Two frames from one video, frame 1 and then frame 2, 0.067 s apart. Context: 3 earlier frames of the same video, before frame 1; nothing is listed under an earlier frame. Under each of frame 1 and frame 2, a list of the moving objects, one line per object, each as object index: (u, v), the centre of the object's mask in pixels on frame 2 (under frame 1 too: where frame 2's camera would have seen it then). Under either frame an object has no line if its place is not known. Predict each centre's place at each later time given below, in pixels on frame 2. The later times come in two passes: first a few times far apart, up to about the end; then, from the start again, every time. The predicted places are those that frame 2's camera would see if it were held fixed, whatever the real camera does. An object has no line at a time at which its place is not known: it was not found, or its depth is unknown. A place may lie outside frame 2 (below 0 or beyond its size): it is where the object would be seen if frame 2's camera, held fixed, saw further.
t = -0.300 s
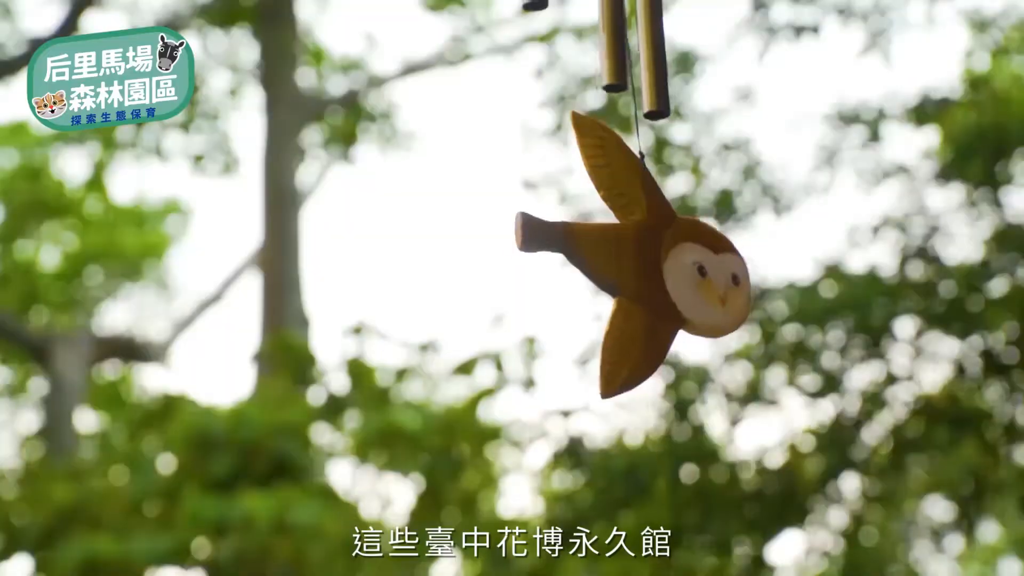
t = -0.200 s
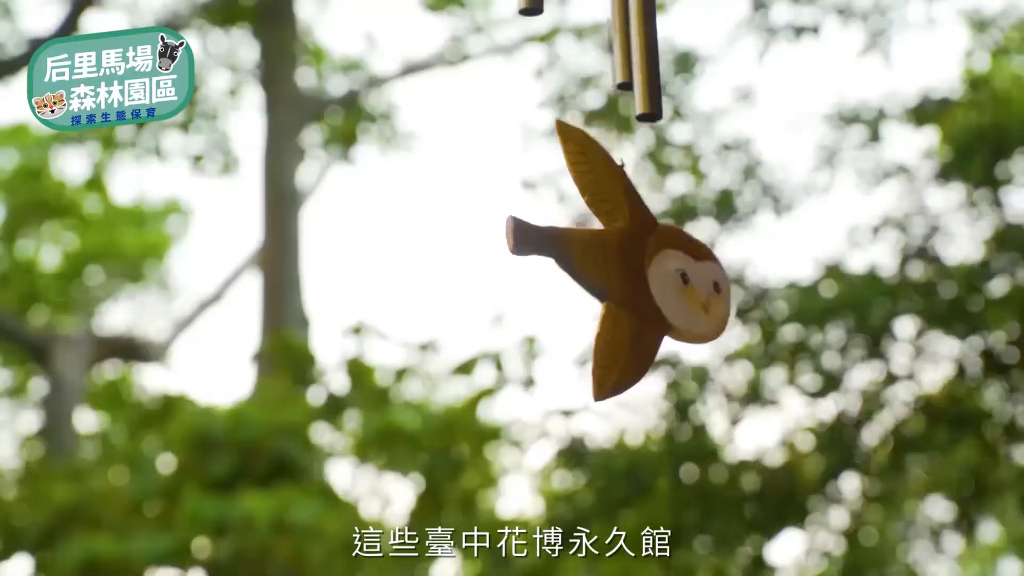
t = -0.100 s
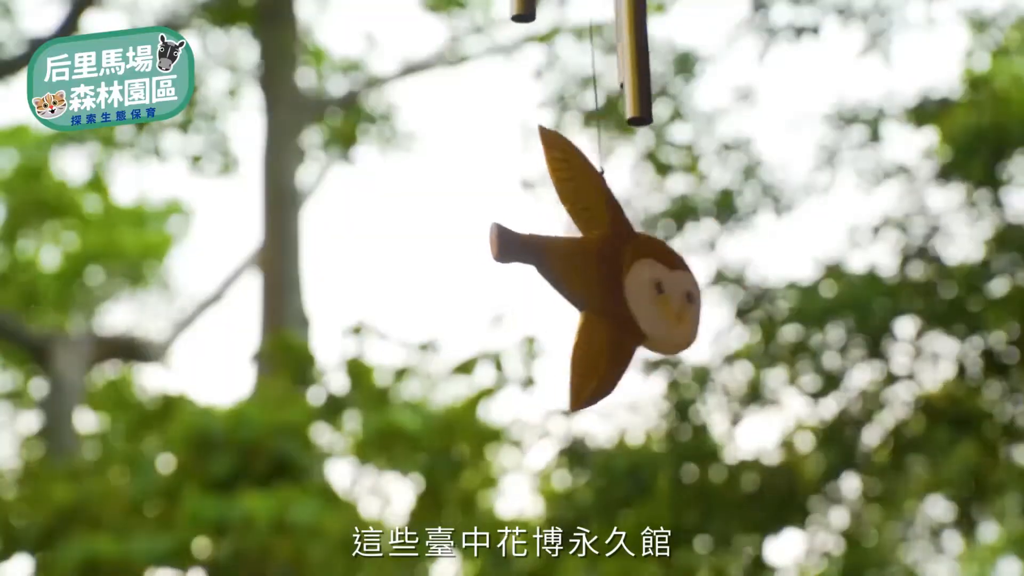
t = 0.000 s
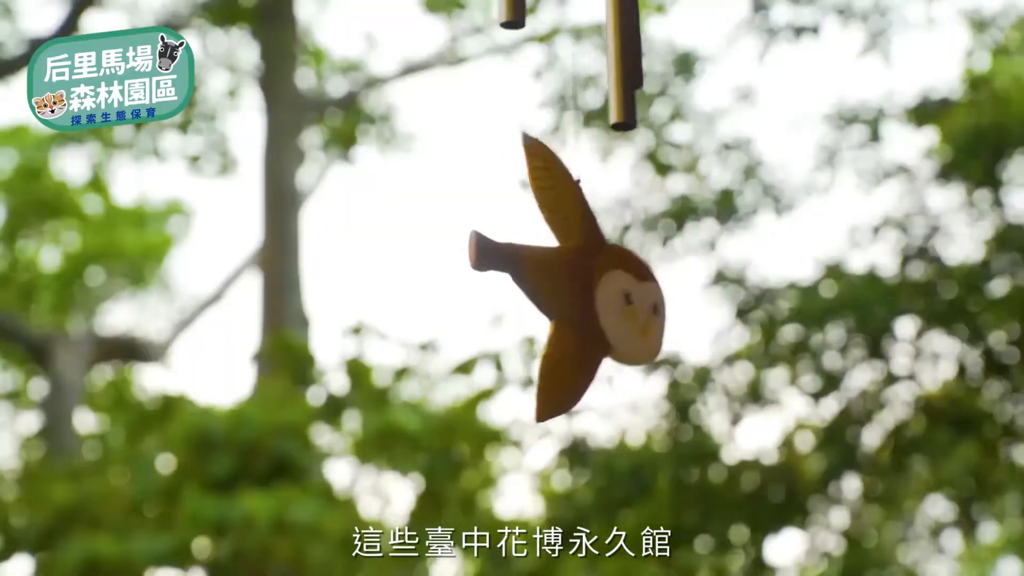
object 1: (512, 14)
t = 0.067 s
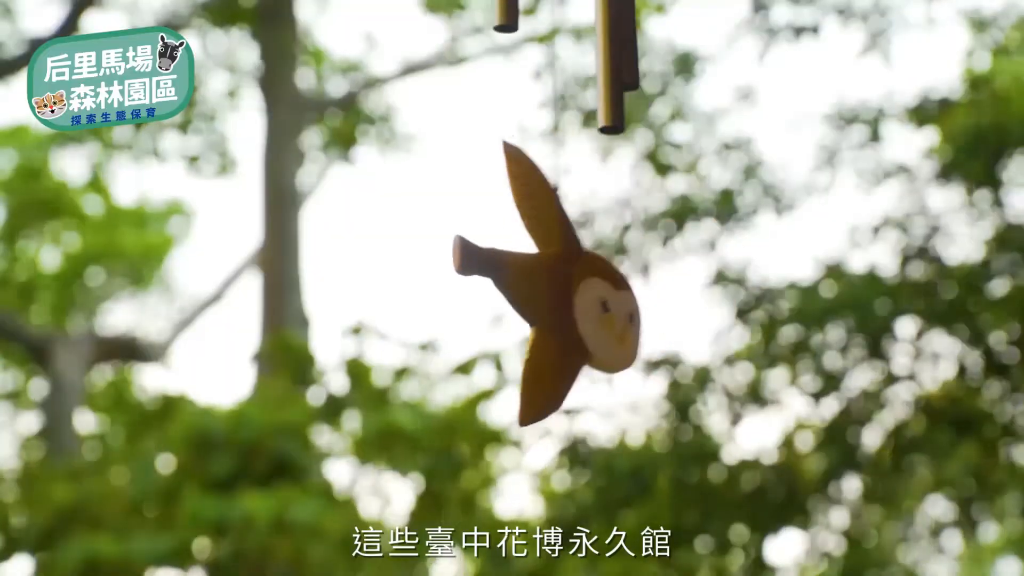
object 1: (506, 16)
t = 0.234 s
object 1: (491, 19)
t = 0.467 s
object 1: (479, 19)
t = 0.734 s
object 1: (480, 17)
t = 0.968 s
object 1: (485, 17)
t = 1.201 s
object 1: (501, 16)
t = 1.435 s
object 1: (525, 12)
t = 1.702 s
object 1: (544, 7)
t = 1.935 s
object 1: (541, 8)
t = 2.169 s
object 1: (522, 11)
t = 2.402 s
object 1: (500, 17)
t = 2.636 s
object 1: (472, 21)
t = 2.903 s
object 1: (460, 23)
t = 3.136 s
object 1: (479, 21)
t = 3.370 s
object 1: (510, 15)
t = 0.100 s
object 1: (503, 17)
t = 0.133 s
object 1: (499, 18)
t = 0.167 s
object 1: (496, 18)
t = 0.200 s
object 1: (494, 19)
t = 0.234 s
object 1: (491, 19)
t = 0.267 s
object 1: (489, 19)
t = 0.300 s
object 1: (487, 20)
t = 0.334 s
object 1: (485, 20)
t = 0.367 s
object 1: (483, 19)
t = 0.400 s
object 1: (482, 20)
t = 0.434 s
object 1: (481, 19)
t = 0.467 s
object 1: (479, 19)
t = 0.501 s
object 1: (478, 19)
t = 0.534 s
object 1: (478, 19)
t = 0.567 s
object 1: (478, 19)
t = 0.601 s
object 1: (477, 18)
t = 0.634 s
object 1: (477, 18)
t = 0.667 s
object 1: (478, 18)
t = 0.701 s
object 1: (479, 17)
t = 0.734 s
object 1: (480, 17)
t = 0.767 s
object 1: (481, 17)
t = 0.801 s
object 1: (481, 17)
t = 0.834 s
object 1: (482, 17)
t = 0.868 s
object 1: (483, 17)
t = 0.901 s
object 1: (484, 18)
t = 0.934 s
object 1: (485, 18)
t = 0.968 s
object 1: (485, 17)
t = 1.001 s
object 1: (488, 17)
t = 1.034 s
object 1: (491, 18)
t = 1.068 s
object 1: (492, 17)
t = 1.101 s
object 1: (494, 17)
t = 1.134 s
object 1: (497, 17)
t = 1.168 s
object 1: (499, 16)
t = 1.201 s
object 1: (501, 16)
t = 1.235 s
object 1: (505, 15)
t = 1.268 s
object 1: (508, 15)
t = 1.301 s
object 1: (511, 14)
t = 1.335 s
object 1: (515, 13)
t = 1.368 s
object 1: (518, 13)
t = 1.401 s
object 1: (522, 12)
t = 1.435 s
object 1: (525, 12)
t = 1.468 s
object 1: (528, 11)
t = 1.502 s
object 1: (532, 11)
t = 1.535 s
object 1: (534, 10)
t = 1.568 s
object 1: (538, 10)
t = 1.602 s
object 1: (541, 9)
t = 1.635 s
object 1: (542, 8)
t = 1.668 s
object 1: (543, 8)
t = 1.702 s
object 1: (544, 7)
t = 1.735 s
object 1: (545, 7)
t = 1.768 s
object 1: (545, 7)
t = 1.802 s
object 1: (546, 7)
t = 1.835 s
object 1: (545, 7)
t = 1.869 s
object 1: (544, 7)
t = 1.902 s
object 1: (543, 7)
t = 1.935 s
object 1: (541, 8)
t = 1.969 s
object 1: (539, 8)
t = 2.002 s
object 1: (537, 9)
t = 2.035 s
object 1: (534, 9)
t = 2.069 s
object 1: (531, 9)
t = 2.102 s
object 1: (528, 10)
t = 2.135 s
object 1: (525, 11)
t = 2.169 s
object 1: (522, 11)
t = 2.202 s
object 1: (519, 12)
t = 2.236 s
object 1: (516, 13)
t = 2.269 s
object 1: (514, 14)
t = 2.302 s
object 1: (511, 15)
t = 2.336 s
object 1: (507, 16)
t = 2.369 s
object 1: (504, 16)
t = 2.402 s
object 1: (500, 17)
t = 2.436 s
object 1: (496, 18)
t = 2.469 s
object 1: (493, 19)
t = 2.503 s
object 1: (489, 20)
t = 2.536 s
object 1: (484, 20)
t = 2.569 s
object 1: (480, 20)
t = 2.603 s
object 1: (476, 21)
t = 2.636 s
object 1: (472, 21)
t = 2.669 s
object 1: (469, 21)
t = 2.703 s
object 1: (466, 22)
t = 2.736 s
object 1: (463, 22)
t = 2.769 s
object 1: (462, 22)
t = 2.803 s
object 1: (460, 23)
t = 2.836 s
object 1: (460, 23)
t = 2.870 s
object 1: (459, 23)
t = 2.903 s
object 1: (460, 23)
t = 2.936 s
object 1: (461, 22)
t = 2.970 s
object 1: (463, 22)
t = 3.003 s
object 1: (466, 22)
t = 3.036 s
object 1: (469, 22)
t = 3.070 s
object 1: (471, 21)
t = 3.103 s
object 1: (475, 21)
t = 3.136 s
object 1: (479, 21)
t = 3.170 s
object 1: (483, 20)
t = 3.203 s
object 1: (487, 19)
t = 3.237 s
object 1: (492, 18)
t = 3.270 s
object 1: (496, 18)
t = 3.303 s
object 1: (501, 17)
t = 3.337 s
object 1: (506, 16)
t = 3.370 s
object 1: (510, 15)
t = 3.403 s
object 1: (515, 14)
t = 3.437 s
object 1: (519, 13)
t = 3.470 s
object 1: (522, 12)
